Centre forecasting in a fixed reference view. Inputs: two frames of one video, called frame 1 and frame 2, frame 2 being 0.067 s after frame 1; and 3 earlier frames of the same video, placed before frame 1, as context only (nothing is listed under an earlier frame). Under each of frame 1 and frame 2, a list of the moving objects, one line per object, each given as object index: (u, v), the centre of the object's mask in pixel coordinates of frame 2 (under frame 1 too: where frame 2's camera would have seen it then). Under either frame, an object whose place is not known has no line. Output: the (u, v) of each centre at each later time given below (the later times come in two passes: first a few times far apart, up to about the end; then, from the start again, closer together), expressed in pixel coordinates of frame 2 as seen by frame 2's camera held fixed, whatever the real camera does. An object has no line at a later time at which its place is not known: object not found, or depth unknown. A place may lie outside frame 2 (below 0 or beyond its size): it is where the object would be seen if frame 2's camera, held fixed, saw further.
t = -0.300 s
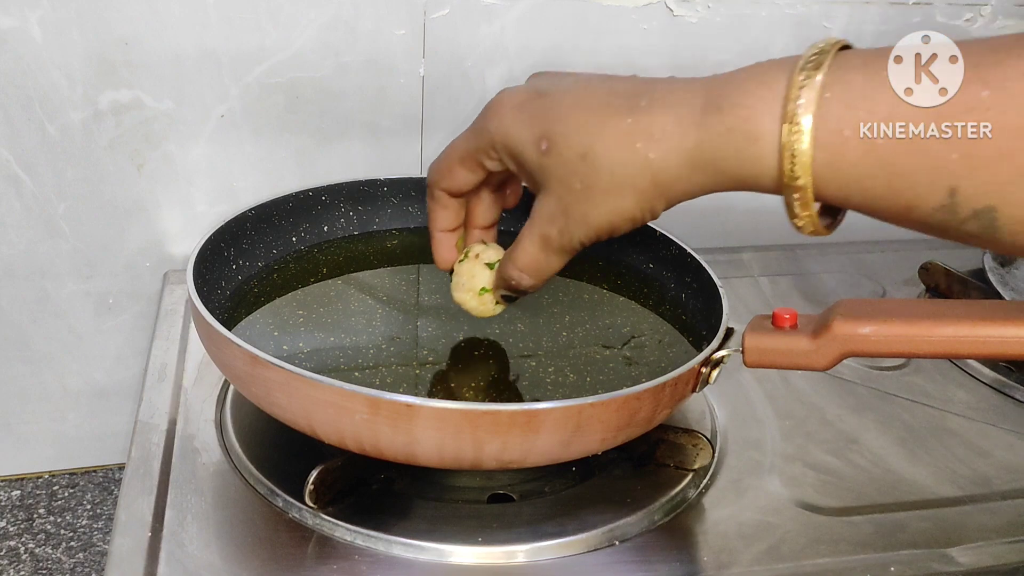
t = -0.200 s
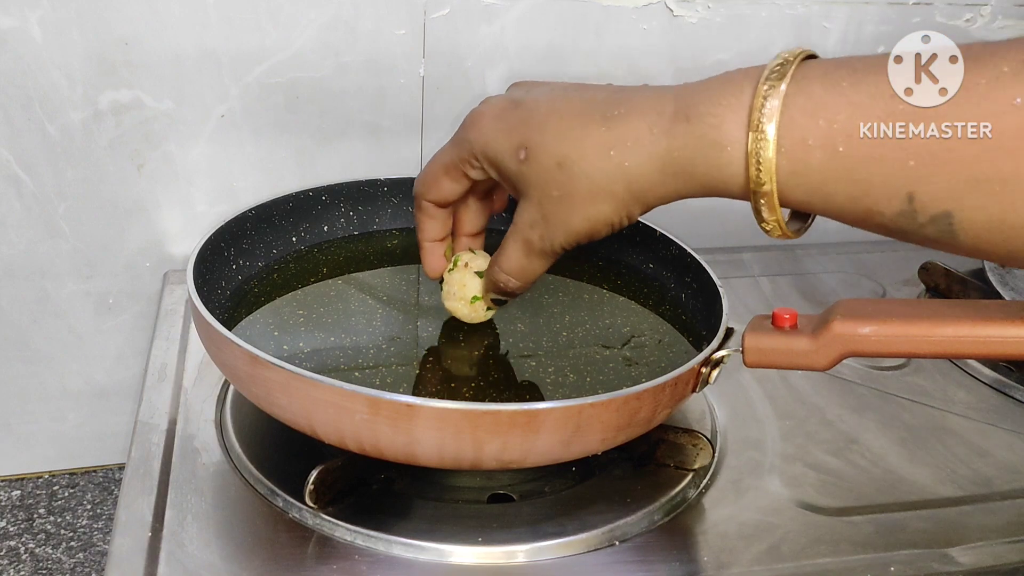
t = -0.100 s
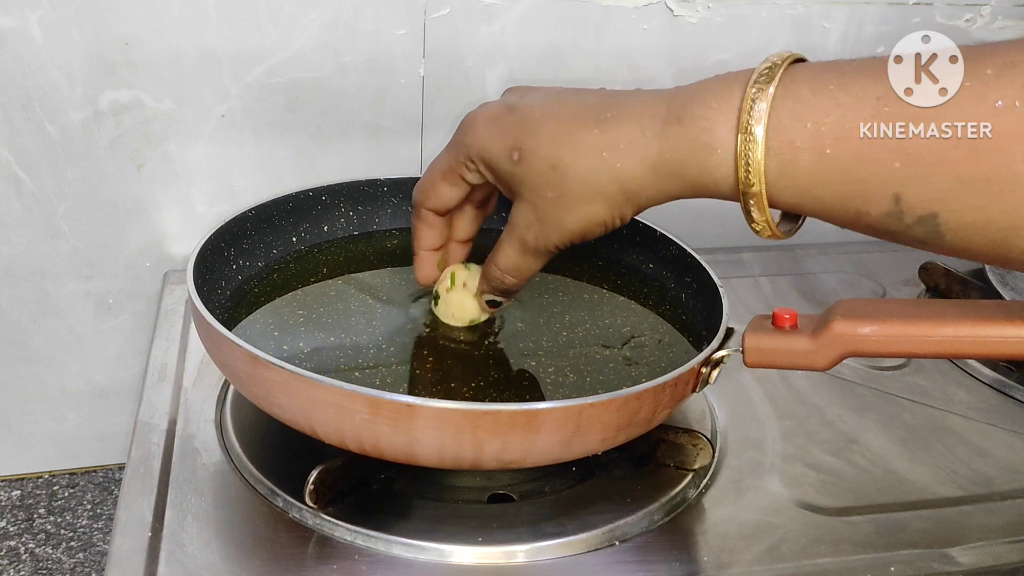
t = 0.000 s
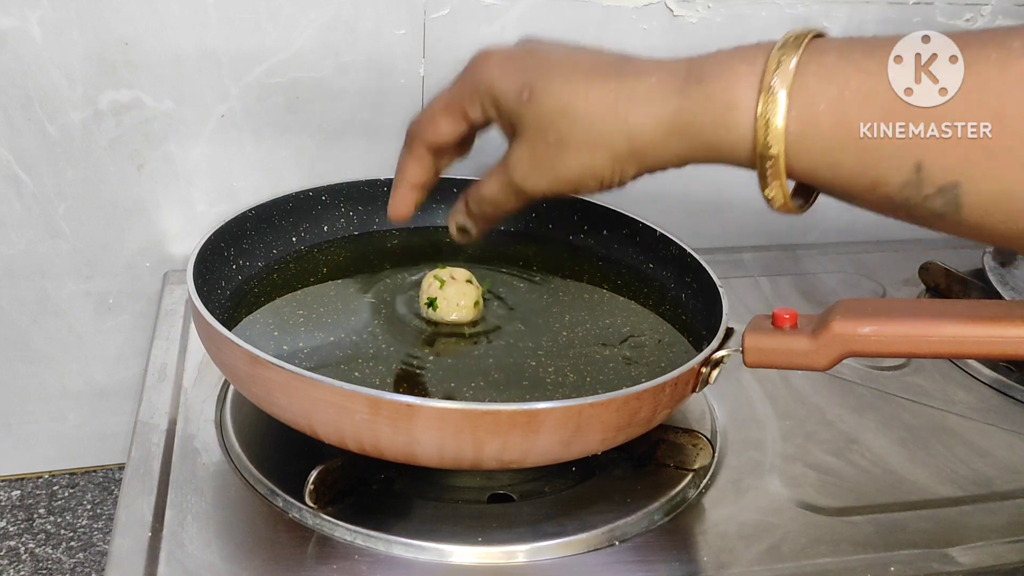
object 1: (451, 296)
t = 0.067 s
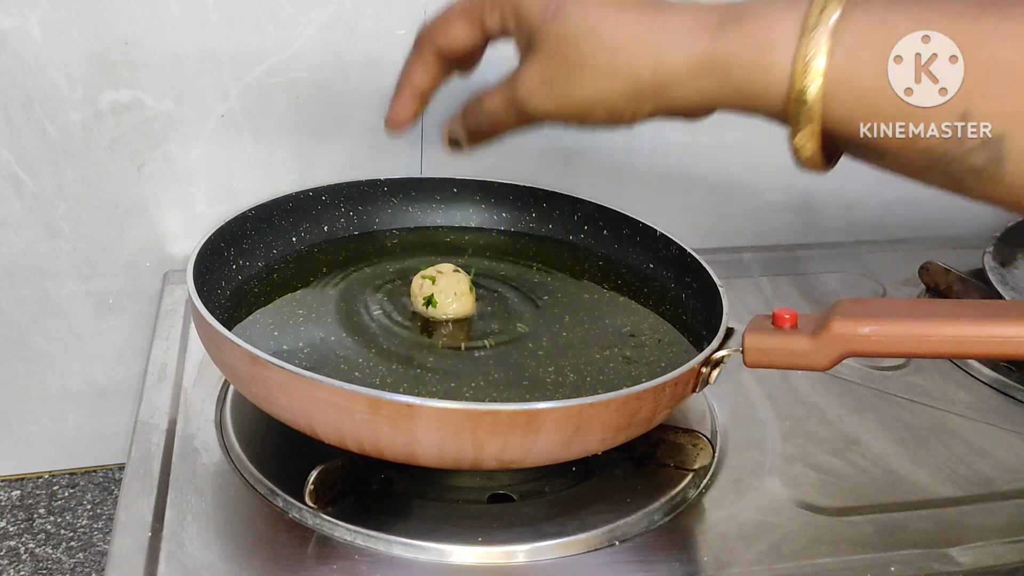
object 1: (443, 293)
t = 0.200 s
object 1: (433, 290)
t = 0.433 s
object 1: (436, 291)
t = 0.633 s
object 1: (439, 293)
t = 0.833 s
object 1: (439, 292)
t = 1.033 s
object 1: (438, 292)
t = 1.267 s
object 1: (439, 292)
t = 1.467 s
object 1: (438, 293)
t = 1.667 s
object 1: (439, 293)
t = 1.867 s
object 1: (439, 292)
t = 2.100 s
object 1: (439, 293)
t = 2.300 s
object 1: (439, 292)
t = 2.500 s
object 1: (438, 292)
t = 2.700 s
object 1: (438, 291)
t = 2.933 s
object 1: (439, 292)
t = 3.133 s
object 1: (439, 294)
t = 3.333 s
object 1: (438, 292)
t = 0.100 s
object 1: (441, 292)
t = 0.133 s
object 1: (438, 291)
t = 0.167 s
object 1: (435, 290)
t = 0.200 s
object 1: (433, 290)
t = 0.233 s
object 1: (432, 290)
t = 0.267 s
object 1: (432, 290)
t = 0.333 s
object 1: (433, 291)
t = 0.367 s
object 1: (433, 291)
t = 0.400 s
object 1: (435, 290)
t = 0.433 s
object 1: (436, 291)
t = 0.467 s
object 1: (437, 291)
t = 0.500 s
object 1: (438, 292)
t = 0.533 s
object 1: (438, 292)
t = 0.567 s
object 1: (439, 292)
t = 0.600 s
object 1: (439, 293)
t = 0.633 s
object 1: (439, 293)
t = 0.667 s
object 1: (439, 293)
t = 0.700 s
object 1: (438, 293)
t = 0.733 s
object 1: (438, 292)
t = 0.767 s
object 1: (440, 291)
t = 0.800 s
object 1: (439, 292)
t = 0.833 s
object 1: (439, 292)
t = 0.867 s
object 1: (438, 293)
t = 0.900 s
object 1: (439, 293)
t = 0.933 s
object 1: (439, 292)
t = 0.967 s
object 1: (438, 292)
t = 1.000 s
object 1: (438, 291)
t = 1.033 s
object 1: (438, 292)
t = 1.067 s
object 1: (439, 293)
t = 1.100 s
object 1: (439, 293)
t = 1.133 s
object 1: (439, 293)
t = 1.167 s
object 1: (438, 293)
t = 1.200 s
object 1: (437, 293)
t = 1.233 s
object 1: (439, 293)
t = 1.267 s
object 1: (439, 292)
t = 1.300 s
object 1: (438, 293)
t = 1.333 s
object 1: (439, 292)
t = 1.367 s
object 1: (438, 292)
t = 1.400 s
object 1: (438, 292)
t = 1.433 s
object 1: (439, 293)
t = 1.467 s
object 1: (438, 293)
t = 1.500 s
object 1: (438, 293)
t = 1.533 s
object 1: (439, 294)
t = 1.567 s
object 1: (439, 293)
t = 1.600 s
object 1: (439, 293)
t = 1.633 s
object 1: (439, 293)
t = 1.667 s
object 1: (439, 293)
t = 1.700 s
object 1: (439, 292)
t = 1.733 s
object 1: (438, 293)
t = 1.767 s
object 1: (439, 293)
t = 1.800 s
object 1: (439, 293)
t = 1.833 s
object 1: (439, 293)
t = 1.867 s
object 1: (439, 292)
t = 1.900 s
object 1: (439, 292)
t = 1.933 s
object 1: (439, 293)
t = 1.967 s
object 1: (438, 294)
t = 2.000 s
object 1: (439, 294)
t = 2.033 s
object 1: (439, 293)
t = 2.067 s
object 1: (439, 292)
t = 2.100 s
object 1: (439, 293)
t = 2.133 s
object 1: (439, 293)
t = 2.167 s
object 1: (439, 293)
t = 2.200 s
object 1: (440, 294)
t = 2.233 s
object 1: (439, 293)
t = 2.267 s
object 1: (440, 292)
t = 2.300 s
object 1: (439, 292)
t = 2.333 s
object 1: (439, 292)
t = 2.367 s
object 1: (439, 293)
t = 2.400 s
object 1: (439, 293)
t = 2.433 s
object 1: (439, 292)
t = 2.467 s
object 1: (439, 293)
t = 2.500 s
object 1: (438, 292)
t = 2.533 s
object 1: (438, 293)
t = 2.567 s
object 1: (438, 293)
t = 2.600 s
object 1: (439, 292)
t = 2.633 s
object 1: (439, 292)
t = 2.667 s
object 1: (439, 292)
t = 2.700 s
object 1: (438, 291)
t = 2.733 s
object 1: (439, 292)
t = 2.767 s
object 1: (438, 292)
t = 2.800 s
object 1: (438, 292)
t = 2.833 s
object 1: (439, 292)
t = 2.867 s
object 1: (438, 292)
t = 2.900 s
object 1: (438, 293)
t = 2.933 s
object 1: (439, 292)
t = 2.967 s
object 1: (439, 293)
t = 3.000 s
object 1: (439, 293)
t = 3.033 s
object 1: (439, 292)
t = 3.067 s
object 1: (439, 293)
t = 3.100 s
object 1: (439, 292)
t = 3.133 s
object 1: (439, 294)
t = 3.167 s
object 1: (438, 293)
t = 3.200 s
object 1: (439, 293)
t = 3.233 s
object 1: (439, 291)
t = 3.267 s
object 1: (439, 292)
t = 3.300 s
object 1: (439, 293)
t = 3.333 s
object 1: (438, 292)
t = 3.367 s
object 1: (439, 291)
